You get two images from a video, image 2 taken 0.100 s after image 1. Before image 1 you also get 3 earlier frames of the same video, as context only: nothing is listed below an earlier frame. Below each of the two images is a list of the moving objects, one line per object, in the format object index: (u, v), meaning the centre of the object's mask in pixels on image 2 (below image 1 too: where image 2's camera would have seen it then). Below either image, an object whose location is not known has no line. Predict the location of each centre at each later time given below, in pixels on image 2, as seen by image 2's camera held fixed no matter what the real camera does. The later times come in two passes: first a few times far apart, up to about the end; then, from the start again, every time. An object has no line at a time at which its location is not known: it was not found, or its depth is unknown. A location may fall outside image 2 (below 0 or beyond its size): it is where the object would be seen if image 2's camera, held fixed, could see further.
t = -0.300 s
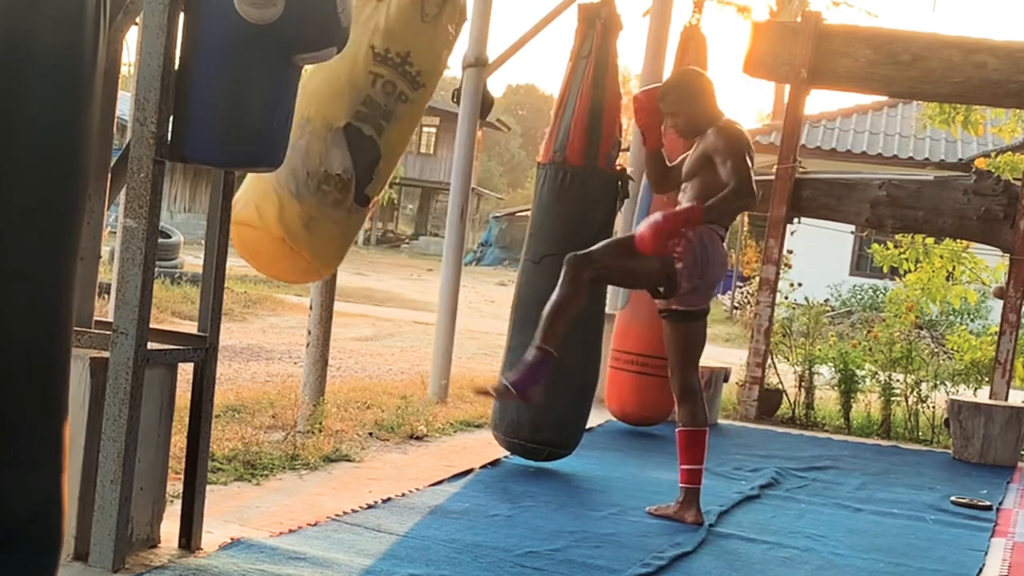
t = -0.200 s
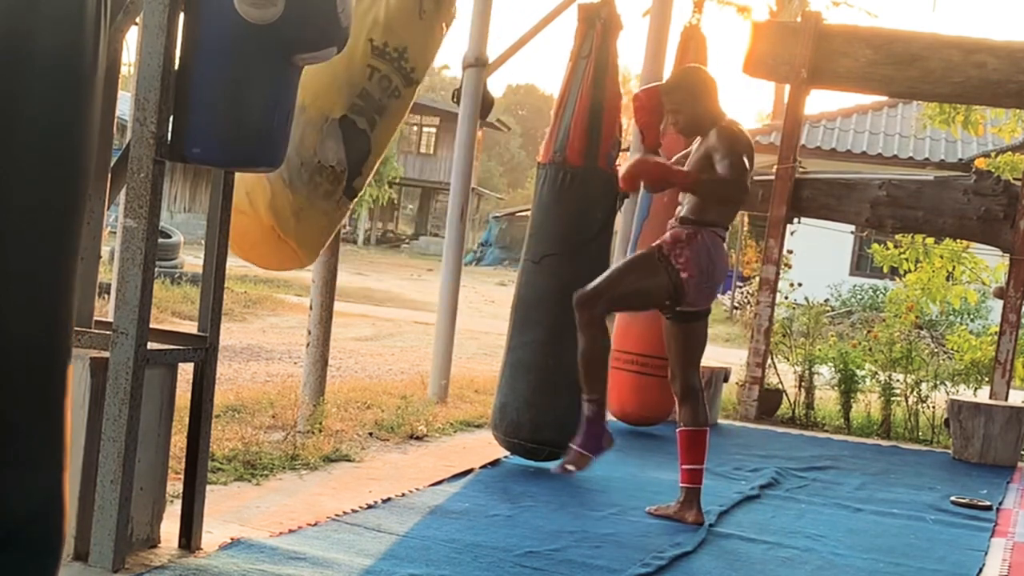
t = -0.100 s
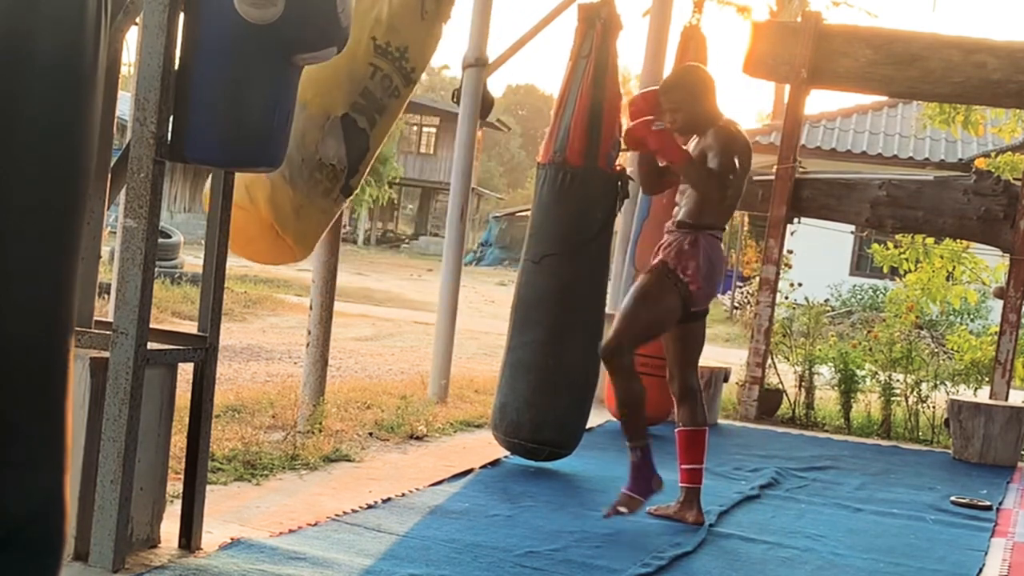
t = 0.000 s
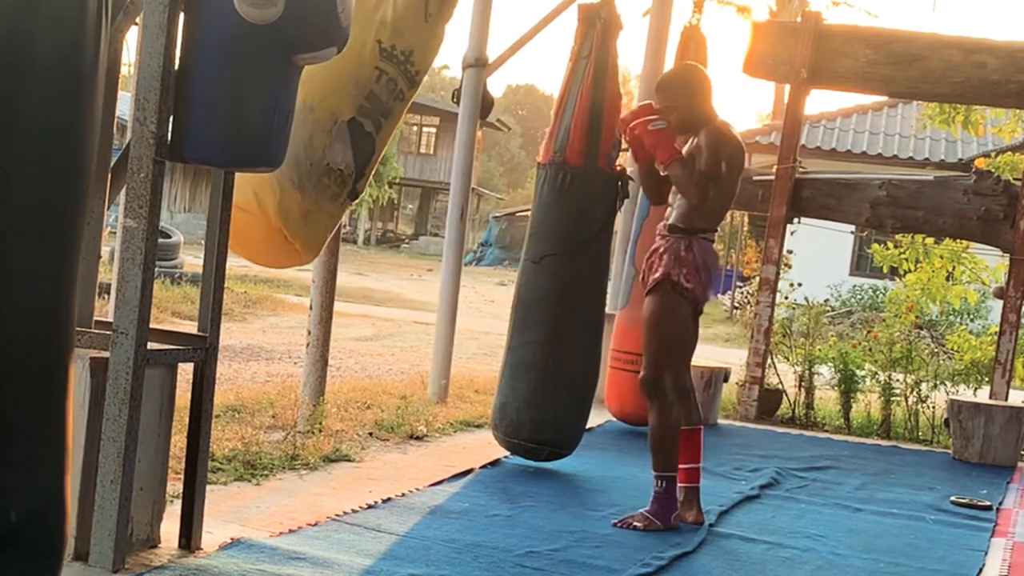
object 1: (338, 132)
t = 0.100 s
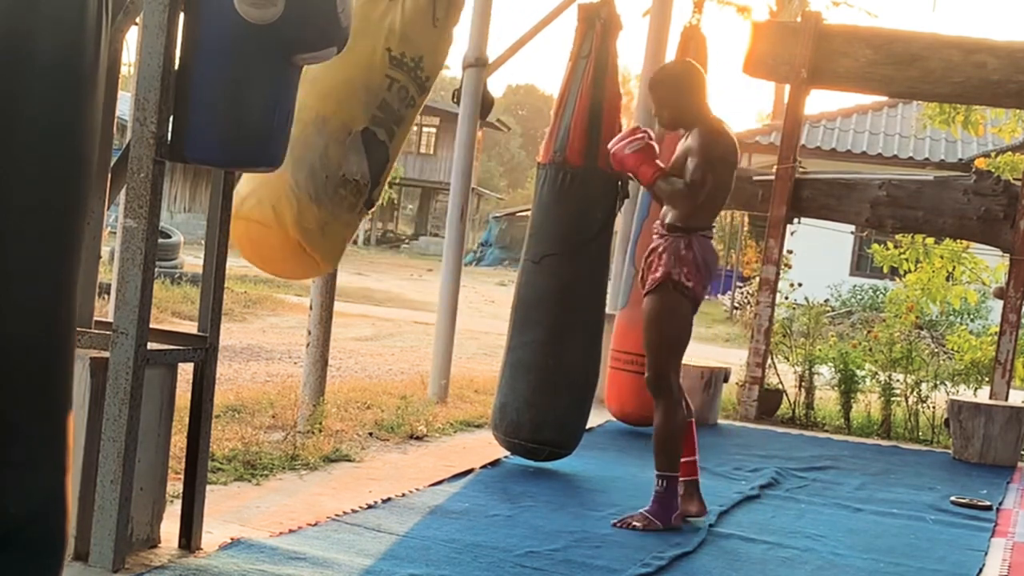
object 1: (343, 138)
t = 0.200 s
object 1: (361, 145)
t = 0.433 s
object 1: (435, 164)
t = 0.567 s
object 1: (480, 165)
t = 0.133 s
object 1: (348, 140)
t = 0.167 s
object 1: (354, 142)
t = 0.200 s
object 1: (361, 145)
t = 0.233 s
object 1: (370, 148)
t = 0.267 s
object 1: (380, 151)
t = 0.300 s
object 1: (390, 154)
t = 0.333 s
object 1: (400, 158)
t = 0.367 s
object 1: (411, 161)
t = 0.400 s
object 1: (423, 163)
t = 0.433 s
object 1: (435, 164)
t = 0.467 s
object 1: (447, 164)
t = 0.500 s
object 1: (458, 165)
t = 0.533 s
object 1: (470, 165)
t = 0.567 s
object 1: (480, 165)
